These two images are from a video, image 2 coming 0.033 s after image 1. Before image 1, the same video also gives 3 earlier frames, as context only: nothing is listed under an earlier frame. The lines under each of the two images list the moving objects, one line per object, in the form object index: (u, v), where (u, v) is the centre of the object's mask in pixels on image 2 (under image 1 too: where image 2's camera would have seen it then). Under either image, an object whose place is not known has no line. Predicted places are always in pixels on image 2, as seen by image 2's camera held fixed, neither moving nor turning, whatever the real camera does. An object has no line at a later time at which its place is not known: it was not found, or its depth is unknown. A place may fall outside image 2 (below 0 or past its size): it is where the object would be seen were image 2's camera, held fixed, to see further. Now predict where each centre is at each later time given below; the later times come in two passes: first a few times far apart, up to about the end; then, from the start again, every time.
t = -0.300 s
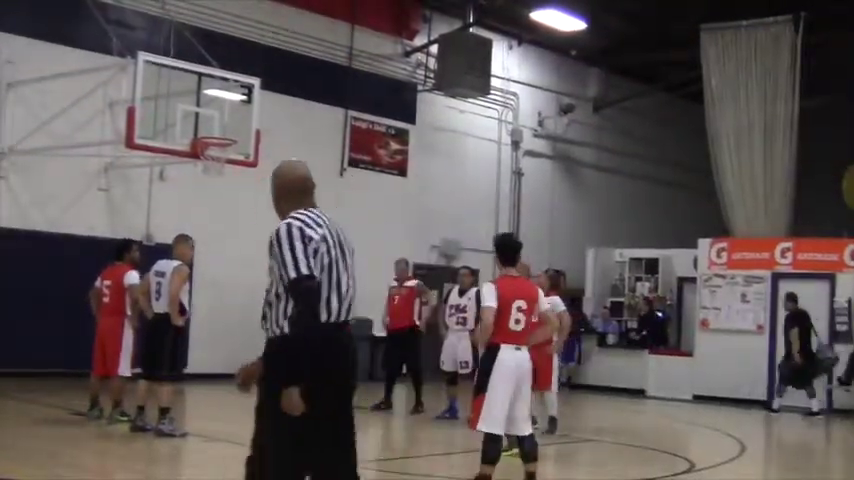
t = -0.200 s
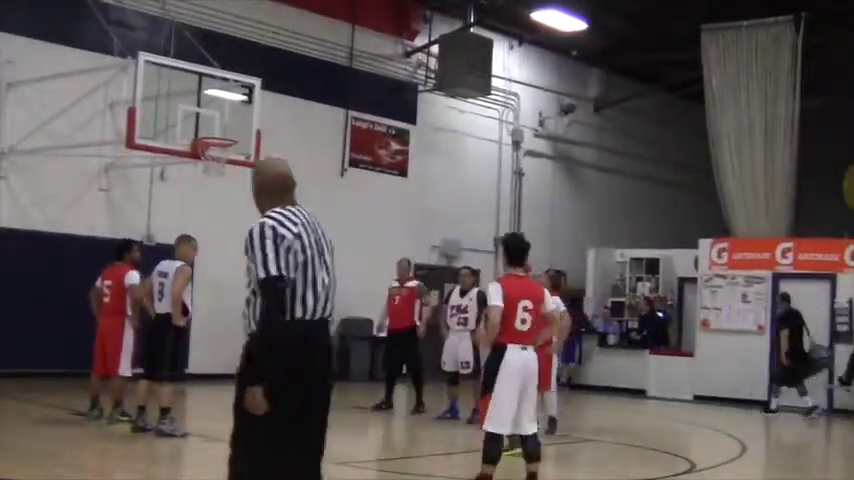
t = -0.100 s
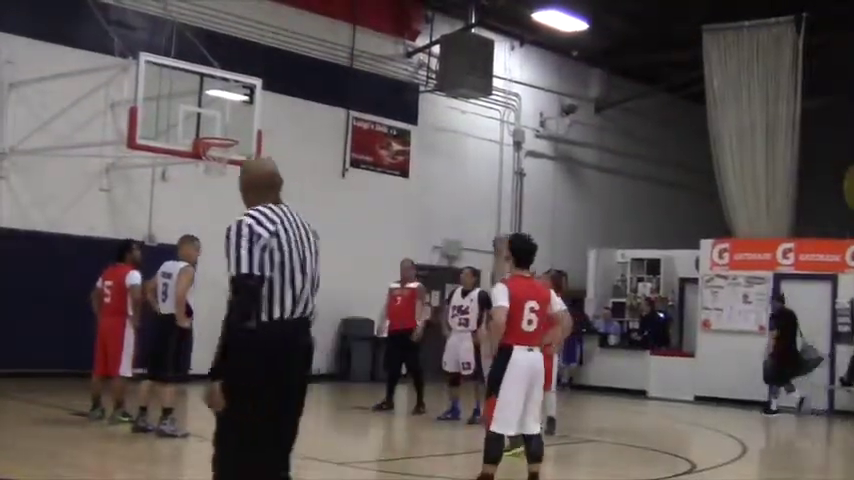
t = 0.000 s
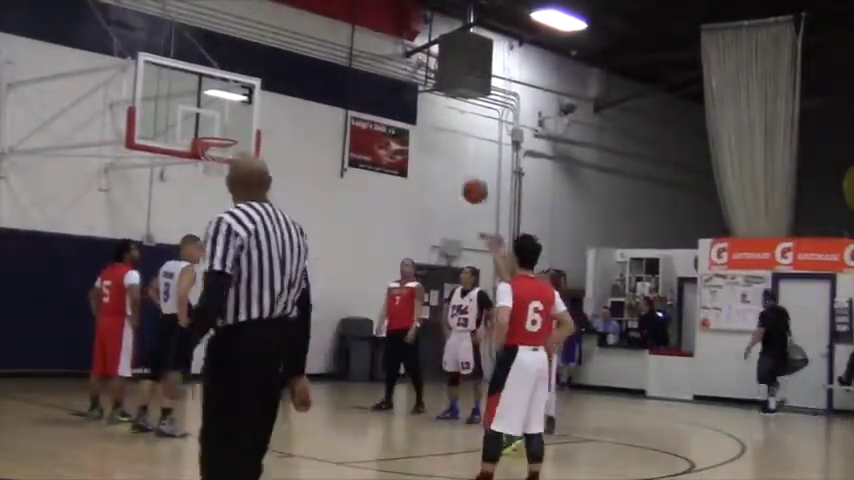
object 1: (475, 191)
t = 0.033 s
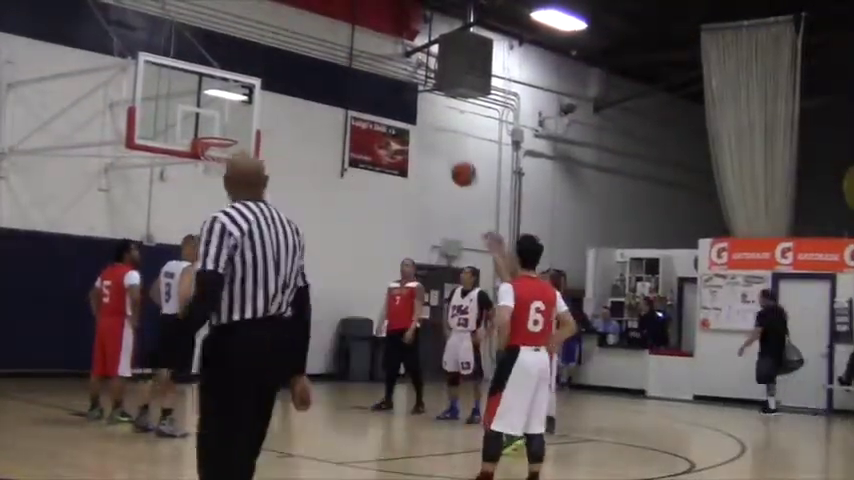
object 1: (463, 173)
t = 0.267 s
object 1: (391, 92)
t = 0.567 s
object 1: (303, 70)
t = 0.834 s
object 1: (234, 120)
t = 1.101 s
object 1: (214, 134)
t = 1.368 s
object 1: (195, 199)
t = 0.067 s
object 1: (452, 158)
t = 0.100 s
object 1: (441, 143)
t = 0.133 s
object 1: (431, 131)
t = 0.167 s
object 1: (419, 119)
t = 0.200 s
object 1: (409, 109)
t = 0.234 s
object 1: (400, 100)
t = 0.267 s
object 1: (391, 92)
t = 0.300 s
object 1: (379, 85)
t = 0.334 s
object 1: (368, 80)
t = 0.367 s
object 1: (359, 77)
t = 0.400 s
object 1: (350, 72)
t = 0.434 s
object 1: (341, 72)
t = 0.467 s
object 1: (334, 70)
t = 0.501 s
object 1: (322, 69)
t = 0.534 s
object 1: (313, 69)
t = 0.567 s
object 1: (303, 70)
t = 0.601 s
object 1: (295, 74)
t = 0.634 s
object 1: (286, 77)
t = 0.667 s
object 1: (279, 81)
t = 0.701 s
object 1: (269, 88)
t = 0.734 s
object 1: (259, 95)
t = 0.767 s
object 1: (251, 102)
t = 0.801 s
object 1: (242, 111)
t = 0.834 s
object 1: (234, 120)
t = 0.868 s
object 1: (226, 129)
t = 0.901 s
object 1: (222, 133)
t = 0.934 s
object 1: (221, 131)
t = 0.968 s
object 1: (220, 130)
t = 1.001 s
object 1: (219, 130)
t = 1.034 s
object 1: (217, 131)
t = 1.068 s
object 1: (216, 132)
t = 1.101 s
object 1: (214, 134)
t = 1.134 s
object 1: (212, 138)
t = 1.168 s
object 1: (209, 143)
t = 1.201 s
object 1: (201, 148)
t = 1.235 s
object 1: (203, 154)
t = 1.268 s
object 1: (203, 166)
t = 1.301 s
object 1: (200, 175)
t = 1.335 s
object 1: (198, 187)
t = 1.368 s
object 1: (195, 199)
